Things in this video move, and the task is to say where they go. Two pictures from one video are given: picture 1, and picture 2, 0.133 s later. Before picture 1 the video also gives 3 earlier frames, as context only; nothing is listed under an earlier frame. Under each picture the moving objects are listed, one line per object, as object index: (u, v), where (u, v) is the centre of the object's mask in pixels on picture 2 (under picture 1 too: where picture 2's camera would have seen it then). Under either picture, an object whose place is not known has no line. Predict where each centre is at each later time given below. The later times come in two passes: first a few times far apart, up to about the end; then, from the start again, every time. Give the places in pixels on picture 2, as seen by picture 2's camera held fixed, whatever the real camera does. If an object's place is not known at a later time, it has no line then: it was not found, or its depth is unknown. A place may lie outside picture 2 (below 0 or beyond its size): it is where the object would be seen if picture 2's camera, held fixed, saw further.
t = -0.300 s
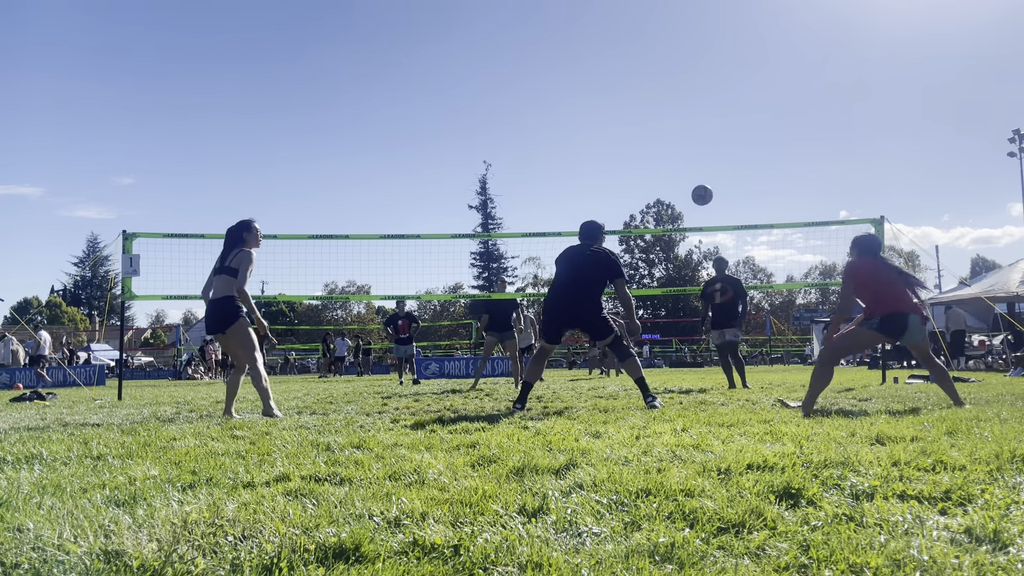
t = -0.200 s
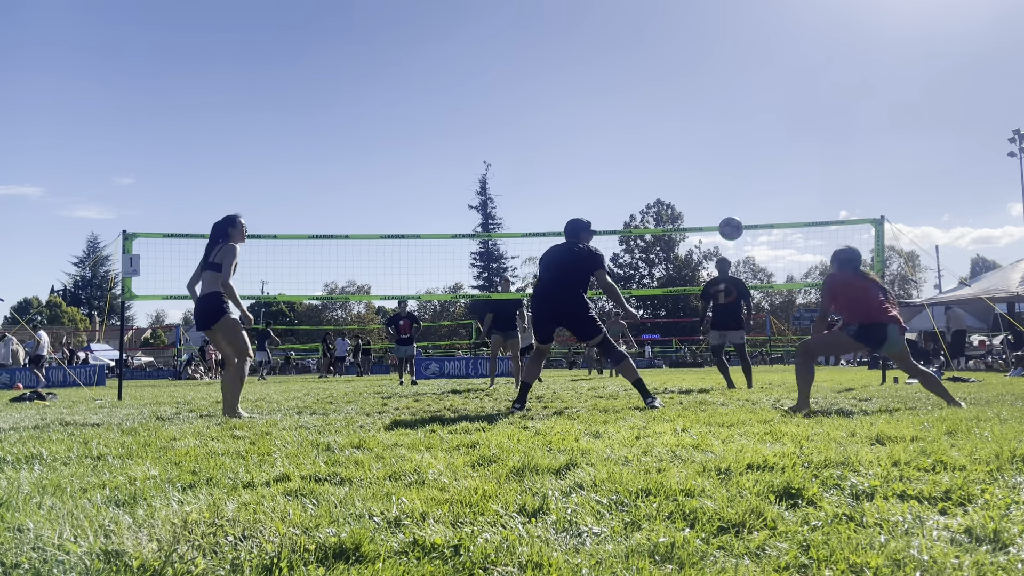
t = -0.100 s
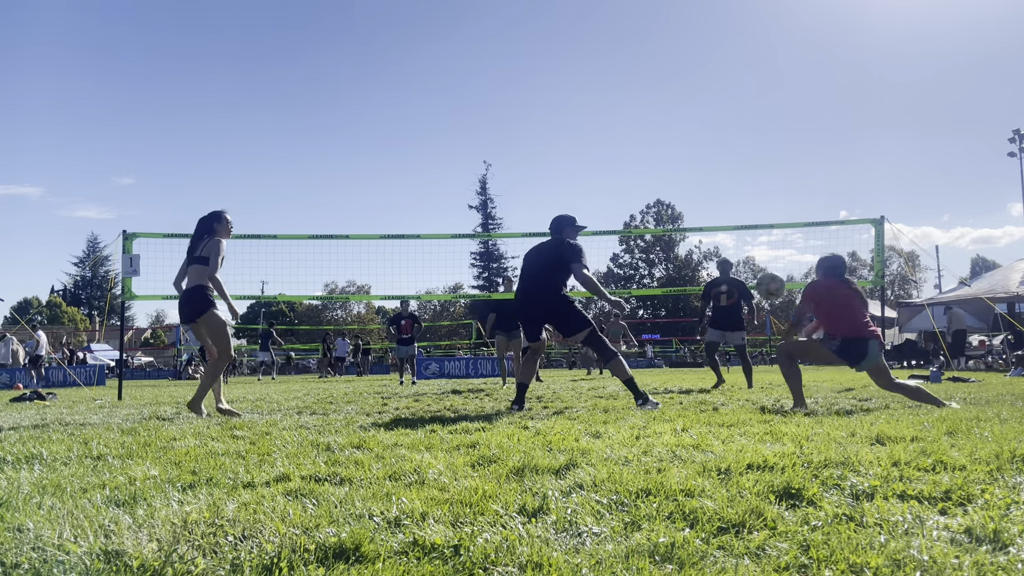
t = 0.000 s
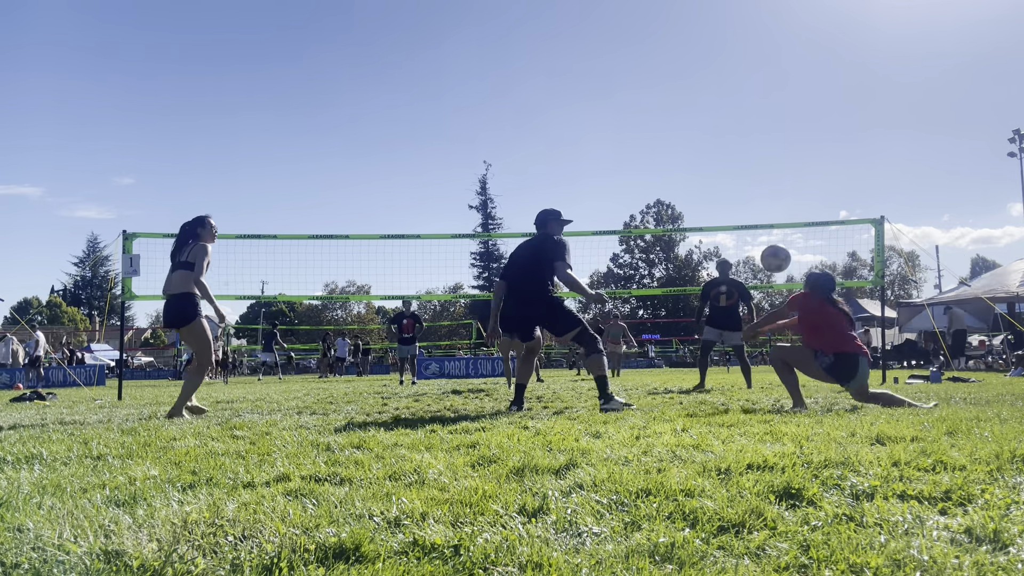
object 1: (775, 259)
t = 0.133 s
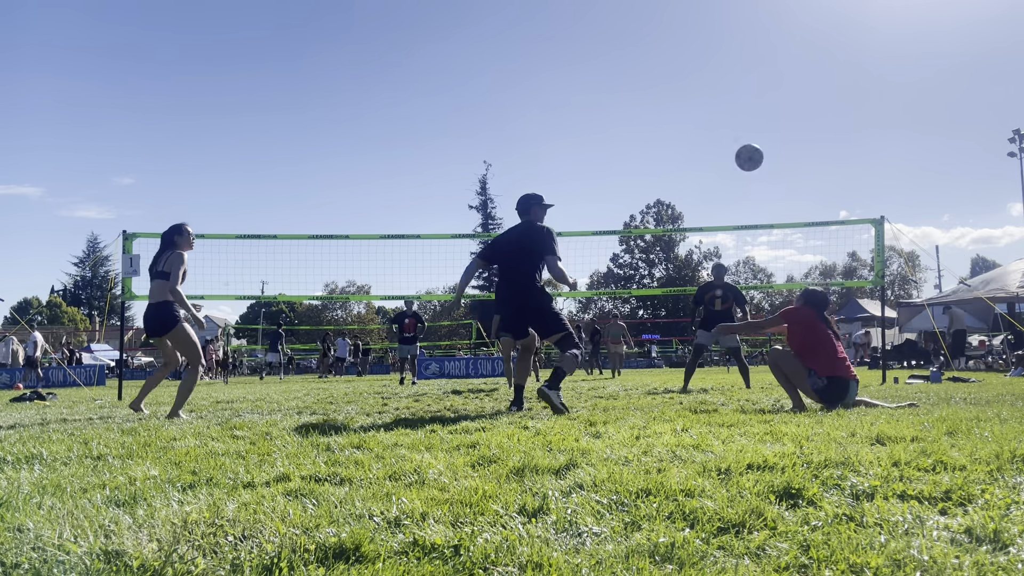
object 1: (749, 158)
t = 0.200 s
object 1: (738, 120)
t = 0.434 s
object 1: (706, 40)
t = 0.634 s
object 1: (685, 23)
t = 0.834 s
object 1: (667, 44)
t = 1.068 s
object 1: (649, 109)
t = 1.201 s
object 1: (641, 161)
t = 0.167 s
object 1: (743, 138)
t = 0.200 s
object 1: (738, 120)
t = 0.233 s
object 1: (733, 104)
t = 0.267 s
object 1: (728, 89)
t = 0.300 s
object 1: (723, 76)
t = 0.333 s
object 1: (719, 65)
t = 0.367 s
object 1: (714, 55)
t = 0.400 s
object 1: (710, 47)
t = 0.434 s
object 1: (706, 40)
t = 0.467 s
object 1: (702, 34)
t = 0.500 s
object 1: (699, 30)
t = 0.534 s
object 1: (695, 26)
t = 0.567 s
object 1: (691, 24)
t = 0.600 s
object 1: (688, 23)
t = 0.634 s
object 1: (685, 23)
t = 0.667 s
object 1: (681, 24)
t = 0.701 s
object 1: (678, 27)
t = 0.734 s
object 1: (675, 30)
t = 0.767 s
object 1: (672, 33)
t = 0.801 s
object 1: (669, 38)
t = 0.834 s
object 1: (667, 44)
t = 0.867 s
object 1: (664, 51)
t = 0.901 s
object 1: (661, 59)
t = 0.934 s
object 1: (659, 67)
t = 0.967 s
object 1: (656, 76)
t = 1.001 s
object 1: (654, 86)
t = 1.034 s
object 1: (651, 97)
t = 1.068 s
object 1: (649, 109)
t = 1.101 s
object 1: (647, 121)
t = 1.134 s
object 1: (645, 134)
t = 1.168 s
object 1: (643, 147)
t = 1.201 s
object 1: (641, 161)
